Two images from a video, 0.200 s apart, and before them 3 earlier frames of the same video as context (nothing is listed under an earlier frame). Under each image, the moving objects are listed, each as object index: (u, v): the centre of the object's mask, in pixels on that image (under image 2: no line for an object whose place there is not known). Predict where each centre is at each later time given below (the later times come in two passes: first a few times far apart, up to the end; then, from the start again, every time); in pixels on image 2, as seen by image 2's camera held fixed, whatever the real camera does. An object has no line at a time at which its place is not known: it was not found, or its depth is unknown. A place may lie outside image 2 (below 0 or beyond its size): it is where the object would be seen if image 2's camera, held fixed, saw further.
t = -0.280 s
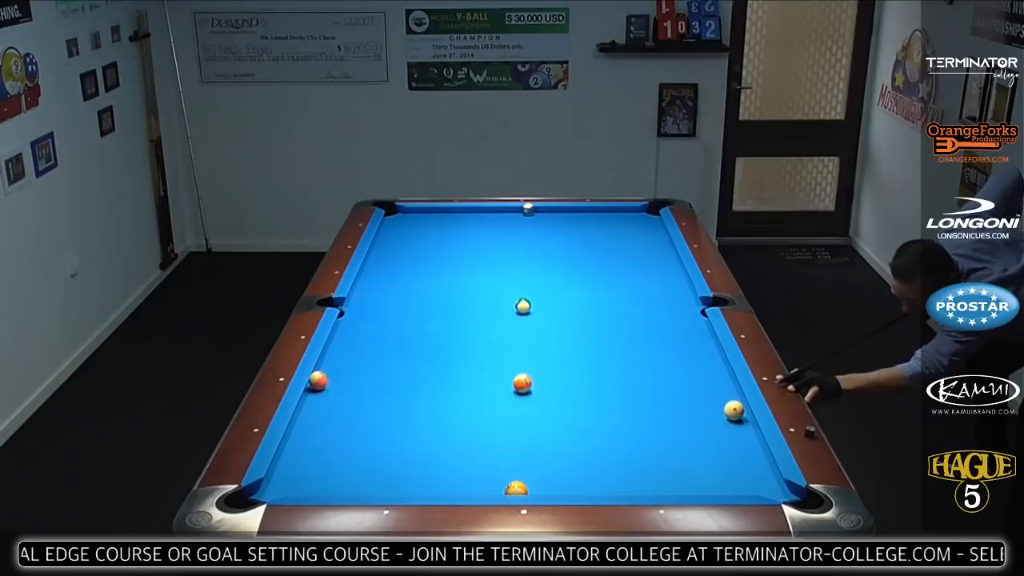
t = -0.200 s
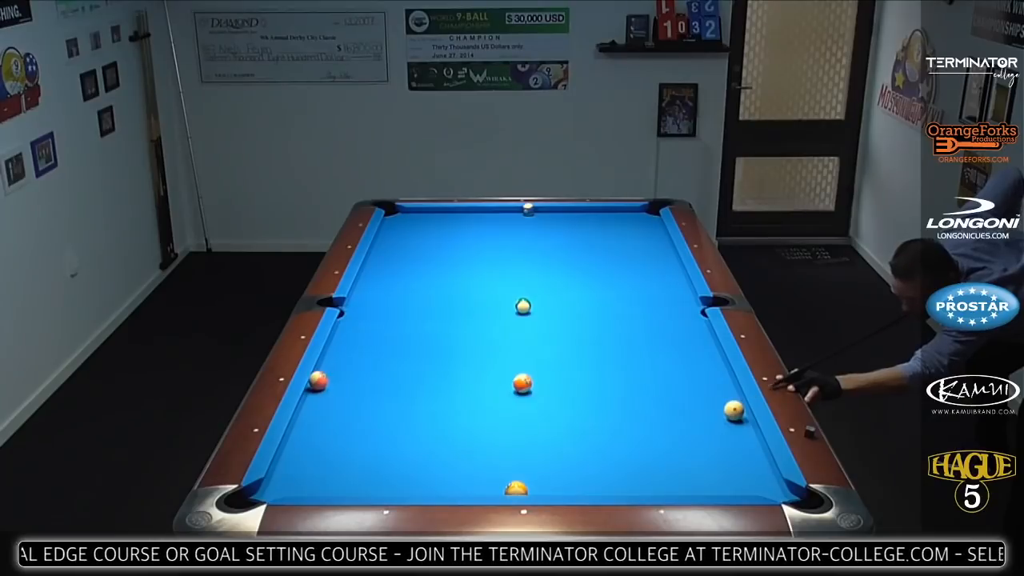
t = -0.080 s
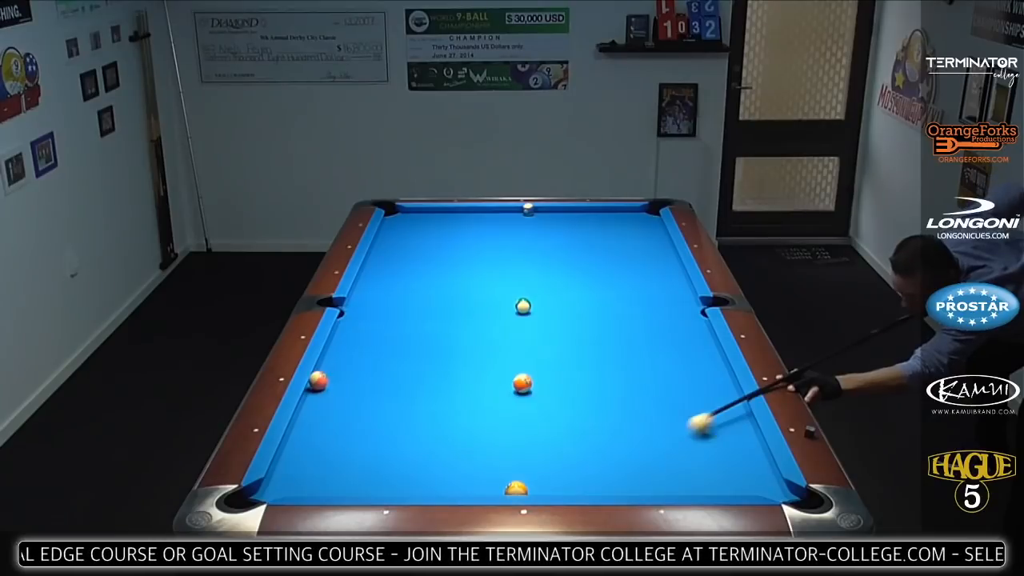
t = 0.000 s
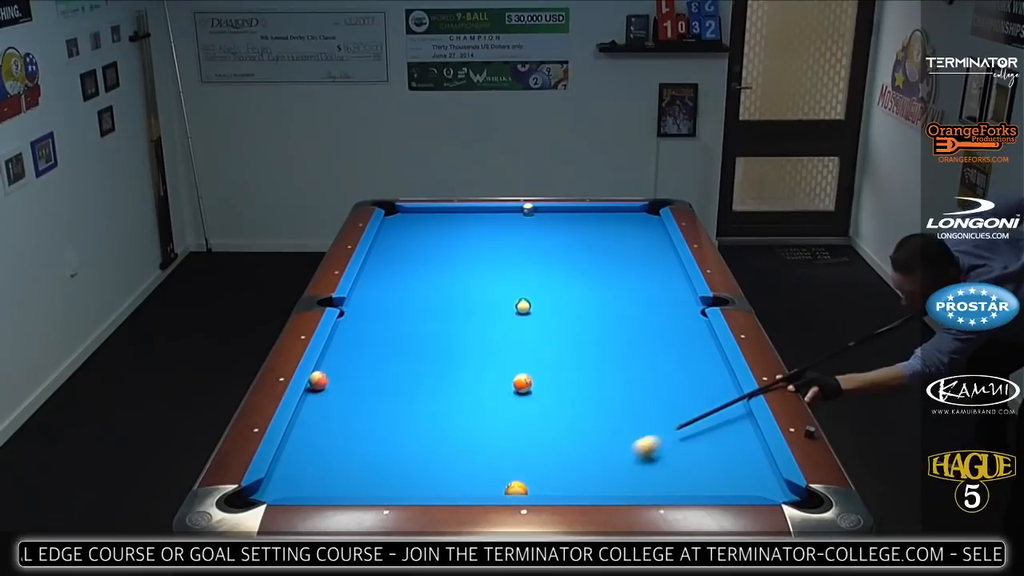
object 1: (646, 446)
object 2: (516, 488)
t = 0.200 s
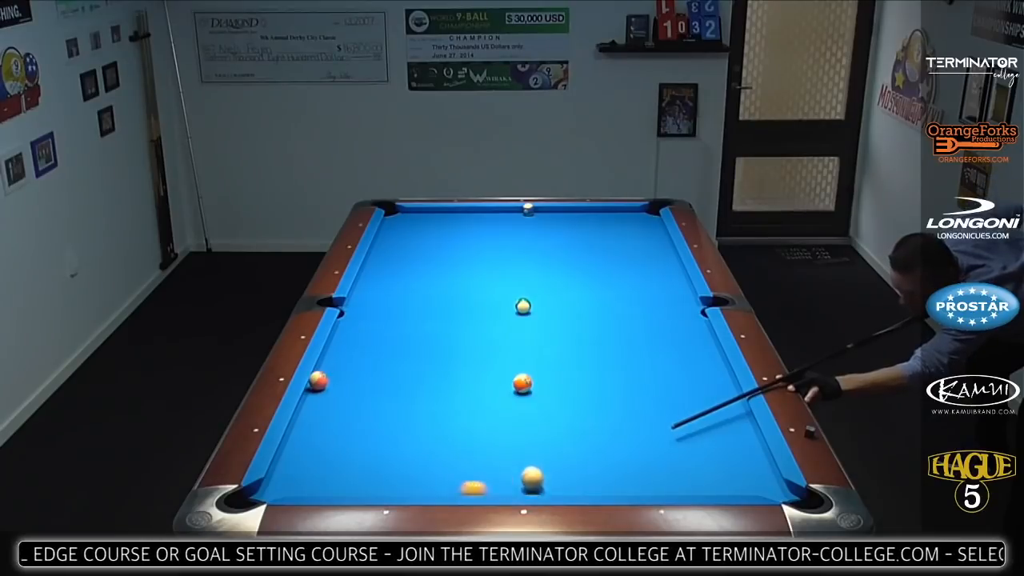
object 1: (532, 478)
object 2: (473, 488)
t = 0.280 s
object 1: (520, 461)
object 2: (421, 488)
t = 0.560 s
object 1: (463, 418)
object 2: (273, 488)
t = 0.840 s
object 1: (411, 383)
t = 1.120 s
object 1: (367, 354)
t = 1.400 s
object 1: (346, 330)
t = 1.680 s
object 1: (376, 311)
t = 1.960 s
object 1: (403, 294)
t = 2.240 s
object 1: (427, 279)
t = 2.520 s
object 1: (448, 266)
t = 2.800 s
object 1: (467, 254)
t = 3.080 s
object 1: (485, 243)
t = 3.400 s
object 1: (503, 232)
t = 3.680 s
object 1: (517, 224)
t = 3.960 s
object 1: (529, 216)
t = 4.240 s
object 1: (544, 210)
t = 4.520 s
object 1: (560, 210)
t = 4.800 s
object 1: (576, 212)
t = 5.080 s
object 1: (590, 215)
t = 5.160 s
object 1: (594, 216)
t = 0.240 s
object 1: (526, 469)
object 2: (447, 488)
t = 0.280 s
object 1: (520, 461)
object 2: (421, 488)
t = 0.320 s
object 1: (513, 453)
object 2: (397, 488)
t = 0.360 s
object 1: (505, 446)
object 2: (374, 488)
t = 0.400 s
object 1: (497, 440)
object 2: (353, 488)
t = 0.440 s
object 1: (488, 434)
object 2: (333, 488)
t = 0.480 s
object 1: (479, 429)
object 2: (313, 488)
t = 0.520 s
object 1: (471, 423)
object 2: (293, 488)
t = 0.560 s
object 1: (463, 418)
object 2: (273, 488)
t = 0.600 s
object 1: (455, 412)
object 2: (259, 492)
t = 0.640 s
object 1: (447, 407)
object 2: (256, 501)
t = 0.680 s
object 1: (440, 402)
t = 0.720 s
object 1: (432, 397)
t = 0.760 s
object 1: (425, 392)
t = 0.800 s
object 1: (418, 388)
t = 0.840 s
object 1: (411, 383)
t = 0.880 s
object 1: (404, 379)
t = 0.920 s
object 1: (398, 374)
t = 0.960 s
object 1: (391, 370)
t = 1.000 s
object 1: (385, 366)
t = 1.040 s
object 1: (379, 362)
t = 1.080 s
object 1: (373, 358)
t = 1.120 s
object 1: (367, 354)
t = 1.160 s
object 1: (361, 350)
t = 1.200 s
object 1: (355, 347)
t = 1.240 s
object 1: (350, 343)
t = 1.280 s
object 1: (344, 339)
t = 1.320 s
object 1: (339, 336)
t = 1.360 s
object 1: (341, 333)
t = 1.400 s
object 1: (346, 330)
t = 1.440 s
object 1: (351, 327)
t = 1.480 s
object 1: (355, 324)
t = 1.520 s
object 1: (360, 321)
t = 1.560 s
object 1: (364, 319)
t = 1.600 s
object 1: (368, 316)
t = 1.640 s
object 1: (372, 313)
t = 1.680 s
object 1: (376, 311)
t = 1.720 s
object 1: (380, 308)
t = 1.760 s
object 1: (384, 306)
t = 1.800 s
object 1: (388, 303)
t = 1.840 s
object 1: (392, 301)
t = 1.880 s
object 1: (396, 299)
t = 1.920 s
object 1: (399, 296)
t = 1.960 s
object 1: (403, 294)
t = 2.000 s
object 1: (407, 292)
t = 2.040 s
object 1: (410, 290)
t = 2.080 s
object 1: (414, 288)
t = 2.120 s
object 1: (417, 285)
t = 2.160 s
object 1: (420, 283)
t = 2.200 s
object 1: (424, 281)
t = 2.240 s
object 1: (427, 279)
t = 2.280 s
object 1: (430, 277)
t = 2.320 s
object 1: (433, 275)
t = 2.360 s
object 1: (436, 273)
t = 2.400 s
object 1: (439, 272)
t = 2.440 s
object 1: (442, 270)
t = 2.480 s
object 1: (445, 268)
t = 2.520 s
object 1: (448, 266)
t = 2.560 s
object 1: (451, 264)
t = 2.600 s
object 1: (454, 262)
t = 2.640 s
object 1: (457, 261)
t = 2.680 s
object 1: (460, 259)
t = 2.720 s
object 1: (462, 257)
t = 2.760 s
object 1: (465, 256)
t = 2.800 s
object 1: (467, 254)
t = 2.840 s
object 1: (470, 252)
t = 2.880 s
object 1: (473, 251)
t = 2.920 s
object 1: (475, 249)
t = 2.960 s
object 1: (478, 248)
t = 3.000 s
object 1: (480, 246)
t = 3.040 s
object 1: (482, 245)
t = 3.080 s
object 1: (485, 243)
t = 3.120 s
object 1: (487, 242)
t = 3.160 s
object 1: (490, 241)
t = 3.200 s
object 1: (492, 239)
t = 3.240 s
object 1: (494, 238)
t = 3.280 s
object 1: (496, 236)
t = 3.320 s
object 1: (498, 235)
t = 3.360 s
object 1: (500, 234)
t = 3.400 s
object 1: (503, 232)
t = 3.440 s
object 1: (505, 231)
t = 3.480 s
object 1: (507, 230)
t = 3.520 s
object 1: (509, 229)
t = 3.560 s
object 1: (511, 227)
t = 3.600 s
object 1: (513, 226)
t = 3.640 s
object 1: (515, 225)
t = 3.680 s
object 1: (517, 224)
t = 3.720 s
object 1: (518, 223)
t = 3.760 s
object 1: (520, 221)
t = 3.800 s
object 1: (522, 220)
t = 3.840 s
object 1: (524, 219)
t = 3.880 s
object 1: (525, 217)
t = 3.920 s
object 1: (527, 217)
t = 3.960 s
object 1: (529, 216)
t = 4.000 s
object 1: (531, 214)
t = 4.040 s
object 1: (532, 213)
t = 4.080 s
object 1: (534, 212)
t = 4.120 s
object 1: (536, 212)
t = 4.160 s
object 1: (539, 211)
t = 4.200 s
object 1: (541, 211)
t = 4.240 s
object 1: (544, 210)
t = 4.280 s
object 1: (547, 210)
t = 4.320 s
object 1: (549, 210)
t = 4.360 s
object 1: (551, 210)
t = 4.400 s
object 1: (554, 210)
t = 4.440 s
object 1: (556, 210)
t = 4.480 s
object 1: (558, 210)
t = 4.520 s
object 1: (560, 210)
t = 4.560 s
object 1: (563, 211)
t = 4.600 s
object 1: (565, 211)
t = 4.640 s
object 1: (567, 211)
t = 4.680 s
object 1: (569, 211)
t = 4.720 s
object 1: (571, 212)
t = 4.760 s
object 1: (574, 212)
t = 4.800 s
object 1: (576, 212)
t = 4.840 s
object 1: (578, 212)
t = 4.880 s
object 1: (580, 213)
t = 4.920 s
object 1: (582, 214)
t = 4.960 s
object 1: (584, 214)
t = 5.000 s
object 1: (586, 214)
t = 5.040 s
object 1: (588, 214)
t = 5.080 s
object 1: (590, 215)
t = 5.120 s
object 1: (592, 215)
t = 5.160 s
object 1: (594, 216)
